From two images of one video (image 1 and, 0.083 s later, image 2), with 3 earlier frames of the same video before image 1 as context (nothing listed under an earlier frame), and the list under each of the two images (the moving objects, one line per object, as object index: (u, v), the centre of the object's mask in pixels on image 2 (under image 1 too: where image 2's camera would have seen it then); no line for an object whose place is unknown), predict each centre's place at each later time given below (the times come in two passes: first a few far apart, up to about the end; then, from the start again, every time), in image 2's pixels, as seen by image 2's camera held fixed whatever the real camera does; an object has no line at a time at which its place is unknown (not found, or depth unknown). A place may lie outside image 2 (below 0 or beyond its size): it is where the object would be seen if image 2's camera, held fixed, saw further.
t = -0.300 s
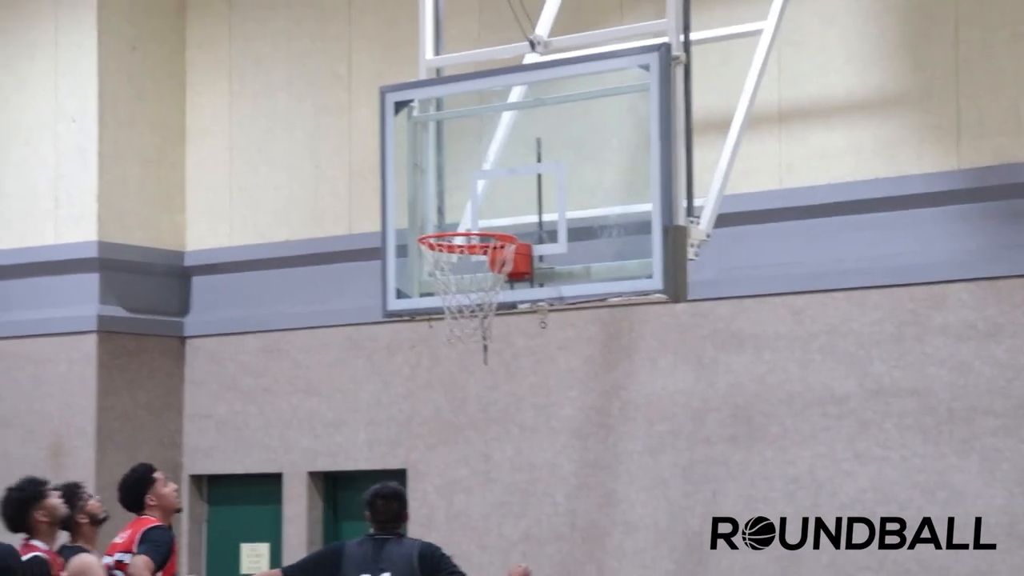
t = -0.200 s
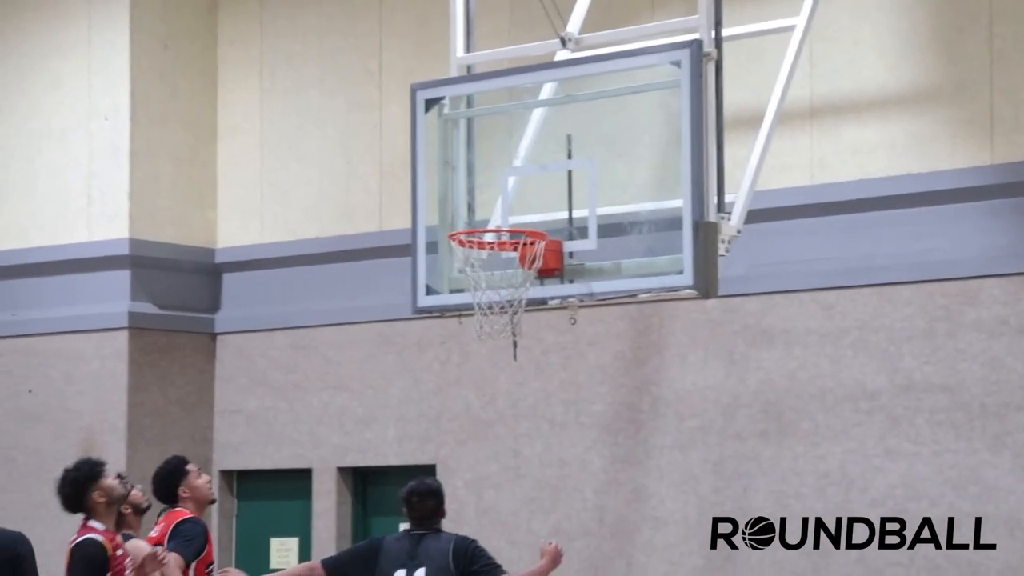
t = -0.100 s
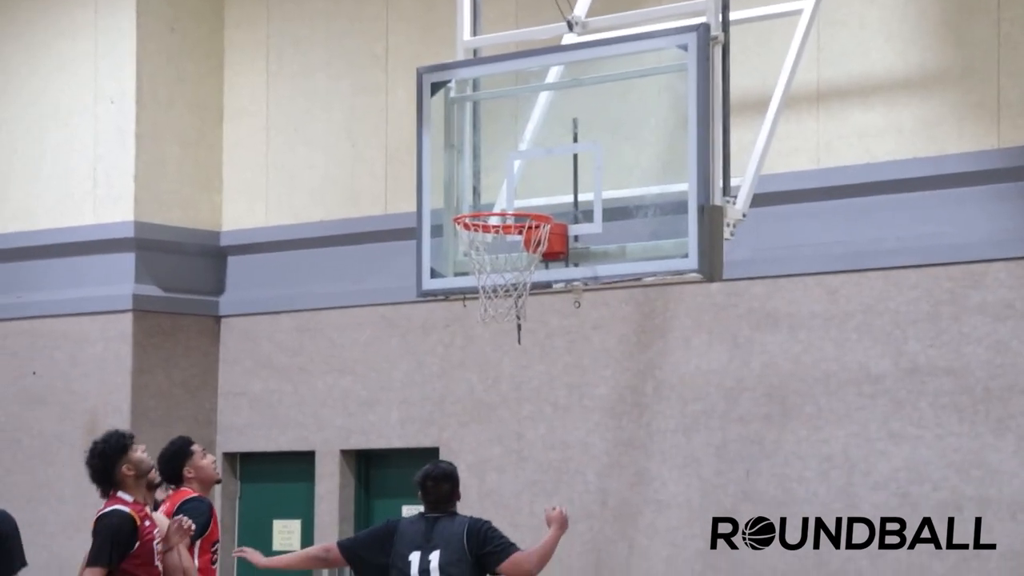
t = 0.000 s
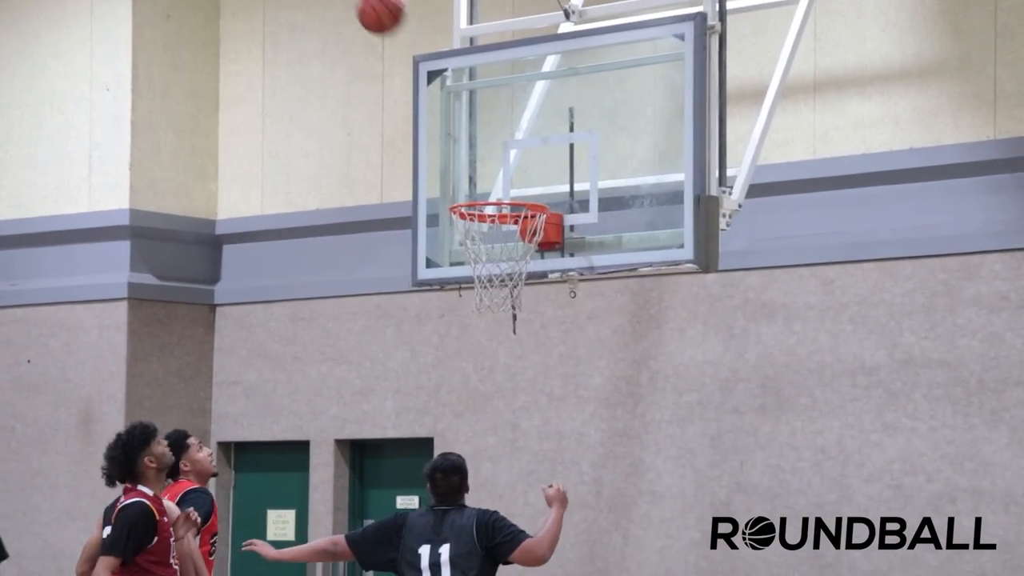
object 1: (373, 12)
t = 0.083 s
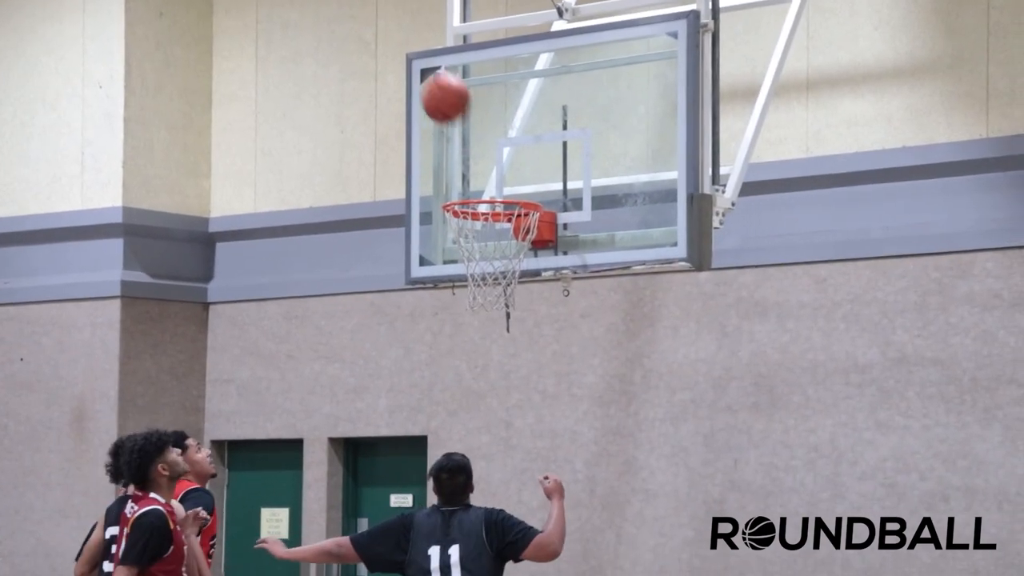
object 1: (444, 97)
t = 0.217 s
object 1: (472, 223)
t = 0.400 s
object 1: (487, 328)
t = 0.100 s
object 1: (459, 116)
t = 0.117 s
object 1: (473, 137)
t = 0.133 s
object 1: (487, 158)
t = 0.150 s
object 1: (502, 179)
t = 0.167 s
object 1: (514, 198)
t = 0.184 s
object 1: (504, 208)
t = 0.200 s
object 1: (491, 218)
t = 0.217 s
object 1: (472, 223)
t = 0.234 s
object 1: (466, 225)
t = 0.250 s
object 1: (467, 234)
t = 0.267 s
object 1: (470, 246)
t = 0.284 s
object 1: (472, 256)
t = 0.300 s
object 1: (473, 264)
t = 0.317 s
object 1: (476, 273)
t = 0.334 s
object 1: (478, 283)
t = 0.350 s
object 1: (481, 294)
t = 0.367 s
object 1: (483, 304)
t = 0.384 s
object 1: (485, 317)
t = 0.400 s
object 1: (487, 328)
